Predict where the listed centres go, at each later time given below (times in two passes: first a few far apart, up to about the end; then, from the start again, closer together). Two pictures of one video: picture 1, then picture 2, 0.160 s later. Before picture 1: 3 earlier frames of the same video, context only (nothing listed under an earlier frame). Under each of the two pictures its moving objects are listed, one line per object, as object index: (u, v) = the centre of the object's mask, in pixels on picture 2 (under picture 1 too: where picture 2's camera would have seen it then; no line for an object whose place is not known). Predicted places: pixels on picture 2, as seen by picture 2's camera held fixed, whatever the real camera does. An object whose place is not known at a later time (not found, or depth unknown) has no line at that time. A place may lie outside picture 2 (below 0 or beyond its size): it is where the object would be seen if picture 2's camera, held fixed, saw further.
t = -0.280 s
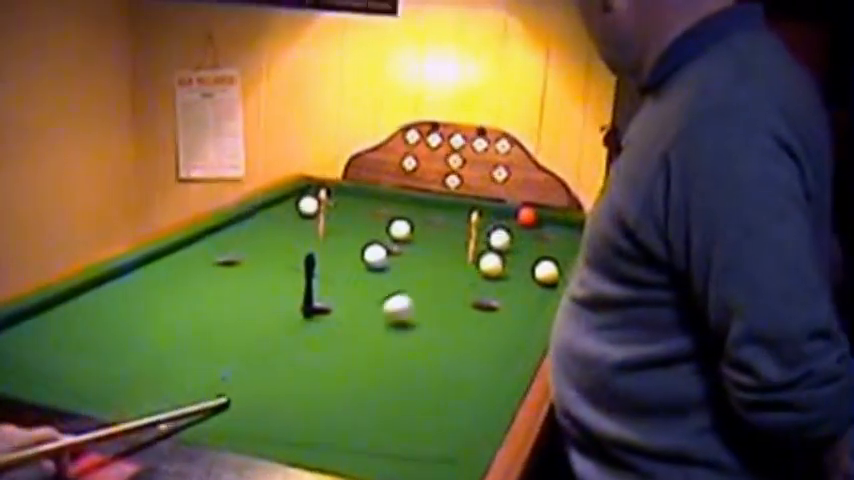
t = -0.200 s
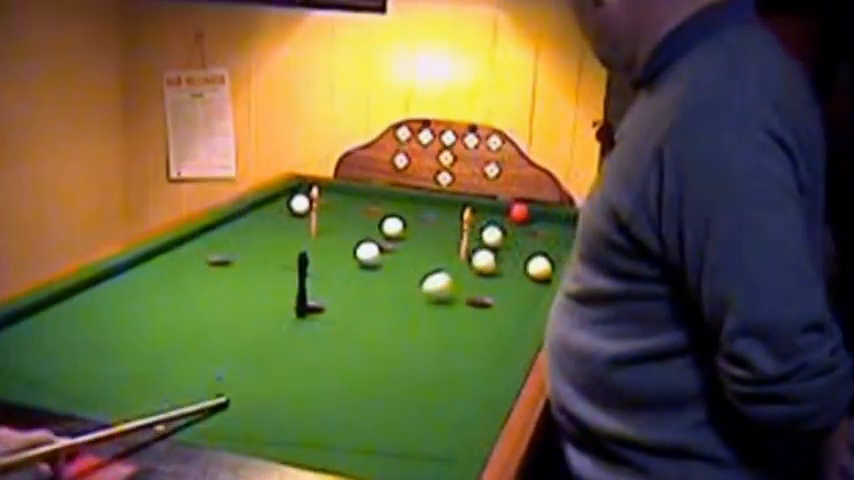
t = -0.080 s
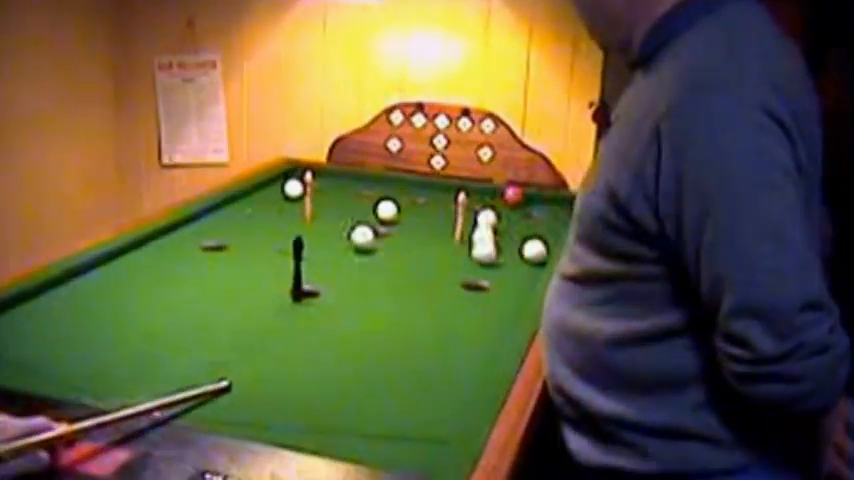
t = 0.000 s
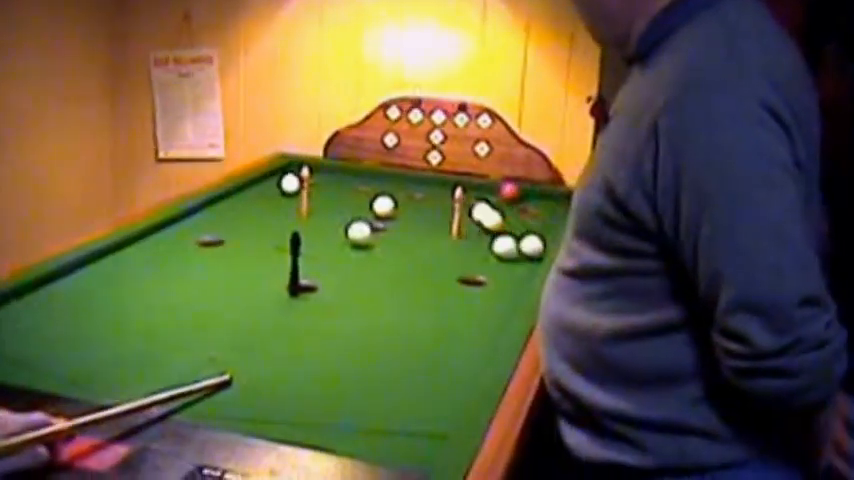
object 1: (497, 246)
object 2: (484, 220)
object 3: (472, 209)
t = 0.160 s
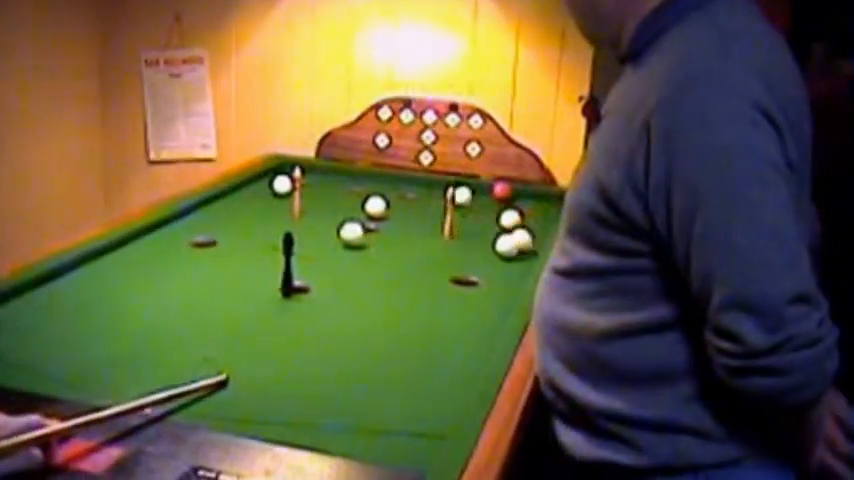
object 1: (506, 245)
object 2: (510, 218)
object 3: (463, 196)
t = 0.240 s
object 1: (508, 245)
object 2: (523, 217)
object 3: (466, 190)
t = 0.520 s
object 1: (512, 244)
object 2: (538, 215)
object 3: (477, 190)
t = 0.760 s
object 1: (513, 244)
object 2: (524, 210)
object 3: (457, 193)
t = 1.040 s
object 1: (512, 244)
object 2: (513, 205)
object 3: (439, 187)
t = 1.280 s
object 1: (512, 245)
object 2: (503, 201)
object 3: (427, 182)
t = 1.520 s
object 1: (512, 244)
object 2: (498, 199)
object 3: (418, 180)
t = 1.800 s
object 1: (512, 244)
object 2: (493, 197)
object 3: (409, 177)
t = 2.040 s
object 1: (512, 244)
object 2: (490, 195)
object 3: (403, 177)
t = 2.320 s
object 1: (512, 244)
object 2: (490, 194)
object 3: (400, 176)
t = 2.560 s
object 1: (512, 244)
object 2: (490, 194)
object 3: (400, 177)
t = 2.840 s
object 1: (512, 244)
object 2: (490, 194)
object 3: (400, 177)
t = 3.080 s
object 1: (512, 244)
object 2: (490, 194)
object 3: (400, 177)
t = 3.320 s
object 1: (512, 244)
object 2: (490, 194)
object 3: (400, 178)
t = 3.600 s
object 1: (511, 244)
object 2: (490, 194)
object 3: (400, 177)
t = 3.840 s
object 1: (511, 244)
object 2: (490, 195)
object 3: (400, 177)
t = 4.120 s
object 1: (512, 244)
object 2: (490, 194)
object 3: (401, 177)
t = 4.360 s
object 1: (512, 245)
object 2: (490, 194)
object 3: (400, 177)
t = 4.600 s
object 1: (512, 244)
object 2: (490, 194)
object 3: (401, 177)
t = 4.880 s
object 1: (511, 244)
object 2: (490, 194)
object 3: (400, 177)
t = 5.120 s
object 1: (512, 245)
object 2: (490, 194)
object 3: (400, 177)
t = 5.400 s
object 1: (511, 244)
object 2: (490, 194)
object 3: (400, 177)
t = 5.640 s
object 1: (511, 244)
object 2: (490, 194)
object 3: (400, 177)
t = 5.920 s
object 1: (511, 244)
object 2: (490, 194)
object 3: (401, 177)
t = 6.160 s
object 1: (511, 244)
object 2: (489, 193)
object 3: (400, 177)
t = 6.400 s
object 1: (511, 244)
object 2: (490, 193)
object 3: (401, 177)
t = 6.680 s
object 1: (511, 244)
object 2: (490, 194)
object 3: (400, 177)
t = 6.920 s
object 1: (511, 244)
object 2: (490, 194)
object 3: (400, 176)
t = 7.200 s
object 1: (511, 244)
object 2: (490, 194)
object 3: (401, 177)
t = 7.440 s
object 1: (511, 244)
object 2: (490, 194)
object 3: (401, 177)
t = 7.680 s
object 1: (511, 244)
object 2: (490, 194)
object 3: (401, 177)
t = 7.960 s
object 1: (511, 244)
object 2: (490, 194)
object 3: (401, 177)
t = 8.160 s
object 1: (511, 244)
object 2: (490, 194)
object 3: (401, 177)
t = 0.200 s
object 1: (507, 246)
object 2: (516, 217)
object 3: (461, 195)
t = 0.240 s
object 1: (508, 245)
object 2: (523, 217)
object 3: (466, 190)
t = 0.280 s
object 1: (509, 245)
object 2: (530, 218)
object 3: (472, 187)
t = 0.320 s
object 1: (510, 246)
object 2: (535, 218)
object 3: (479, 187)
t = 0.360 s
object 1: (510, 245)
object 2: (541, 217)
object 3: (483, 186)
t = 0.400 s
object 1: (511, 245)
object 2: (545, 217)
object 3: (482, 188)
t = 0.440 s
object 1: (511, 244)
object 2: (542, 216)
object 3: (481, 189)
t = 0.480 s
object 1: (512, 244)
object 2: (540, 216)
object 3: (479, 189)
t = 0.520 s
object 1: (512, 244)
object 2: (538, 215)
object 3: (477, 190)
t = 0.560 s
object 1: (512, 244)
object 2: (535, 214)
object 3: (476, 191)
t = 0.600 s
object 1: (513, 244)
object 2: (533, 213)
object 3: (475, 192)
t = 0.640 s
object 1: (513, 244)
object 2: (531, 212)
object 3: (472, 194)
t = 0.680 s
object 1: (513, 244)
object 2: (529, 211)
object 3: (468, 196)
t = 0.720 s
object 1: (513, 244)
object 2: (527, 211)
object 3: (463, 196)
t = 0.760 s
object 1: (513, 244)
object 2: (524, 210)
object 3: (457, 193)
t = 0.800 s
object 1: (512, 244)
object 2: (522, 209)
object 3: (452, 191)
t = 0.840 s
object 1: (513, 244)
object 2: (520, 208)
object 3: (450, 190)
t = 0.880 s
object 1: (513, 244)
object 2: (518, 207)
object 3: (448, 190)
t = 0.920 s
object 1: (513, 244)
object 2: (517, 207)
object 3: (446, 189)
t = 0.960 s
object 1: (512, 244)
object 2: (515, 206)
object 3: (443, 188)
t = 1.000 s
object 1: (513, 244)
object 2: (515, 205)
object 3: (441, 187)
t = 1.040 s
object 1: (512, 244)
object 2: (513, 205)
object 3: (439, 187)
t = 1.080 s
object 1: (512, 244)
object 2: (511, 204)
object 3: (436, 185)
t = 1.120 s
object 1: (512, 245)
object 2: (510, 203)
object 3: (435, 186)
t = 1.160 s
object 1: (512, 245)
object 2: (507, 203)
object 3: (433, 184)
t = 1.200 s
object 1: (512, 245)
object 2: (506, 203)
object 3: (431, 184)
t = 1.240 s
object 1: (512, 245)
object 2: (505, 202)
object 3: (429, 183)
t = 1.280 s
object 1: (512, 245)
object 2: (503, 201)
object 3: (427, 182)
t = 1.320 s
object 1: (512, 245)
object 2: (502, 201)
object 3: (426, 182)
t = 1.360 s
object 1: (512, 244)
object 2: (501, 200)
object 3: (424, 182)
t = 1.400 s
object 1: (512, 244)
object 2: (500, 200)
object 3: (423, 181)
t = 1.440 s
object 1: (512, 244)
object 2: (499, 200)
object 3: (421, 180)
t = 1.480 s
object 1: (512, 244)
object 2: (498, 199)
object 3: (420, 180)
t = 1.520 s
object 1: (512, 244)
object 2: (498, 199)
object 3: (418, 180)
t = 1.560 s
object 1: (512, 244)
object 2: (497, 198)
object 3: (417, 179)
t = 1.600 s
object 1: (512, 244)
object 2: (496, 198)
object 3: (416, 178)
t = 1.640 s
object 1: (512, 244)
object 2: (495, 198)
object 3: (414, 178)
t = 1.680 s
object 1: (512, 244)
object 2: (495, 197)
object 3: (412, 178)
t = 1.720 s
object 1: (512, 244)
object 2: (494, 197)
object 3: (411, 178)
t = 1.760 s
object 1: (512, 244)
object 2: (493, 197)
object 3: (410, 177)
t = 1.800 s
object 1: (512, 244)
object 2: (493, 197)
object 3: (409, 177)
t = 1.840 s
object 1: (512, 244)
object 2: (492, 197)
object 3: (408, 177)
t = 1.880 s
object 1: (512, 244)
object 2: (491, 197)
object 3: (407, 177)
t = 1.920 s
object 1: (512, 244)
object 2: (491, 196)
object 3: (406, 177)
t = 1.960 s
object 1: (512, 244)
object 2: (491, 196)
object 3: (405, 177)
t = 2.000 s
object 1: (512, 244)
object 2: (490, 196)
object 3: (404, 177)
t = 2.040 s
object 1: (512, 244)
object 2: (490, 195)
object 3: (403, 177)
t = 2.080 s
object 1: (512, 244)
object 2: (490, 195)
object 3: (403, 177)
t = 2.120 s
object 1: (512, 244)
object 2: (490, 195)
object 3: (402, 177)
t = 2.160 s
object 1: (512, 244)
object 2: (490, 195)
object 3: (402, 177)
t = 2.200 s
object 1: (512, 244)
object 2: (490, 194)
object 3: (401, 177)
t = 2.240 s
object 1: (512, 244)
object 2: (491, 194)
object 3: (400, 177)
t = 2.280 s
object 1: (512, 244)
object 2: (490, 194)
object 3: (400, 177)
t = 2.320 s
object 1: (512, 244)
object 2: (490, 194)
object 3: (400, 176)
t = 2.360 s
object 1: (512, 244)
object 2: (490, 194)
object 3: (400, 177)
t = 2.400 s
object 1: (512, 244)
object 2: (490, 194)
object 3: (399, 177)
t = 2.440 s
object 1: (512, 244)
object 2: (490, 194)
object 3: (400, 177)
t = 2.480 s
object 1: (512, 244)
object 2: (490, 194)
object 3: (400, 176)
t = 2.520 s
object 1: (512, 244)
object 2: (490, 194)
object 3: (399, 176)
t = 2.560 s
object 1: (512, 244)
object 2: (490, 194)
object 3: (400, 177)
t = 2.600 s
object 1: (512, 244)
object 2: (490, 194)
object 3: (400, 177)
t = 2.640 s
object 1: (512, 244)
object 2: (490, 194)
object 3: (400, 177)
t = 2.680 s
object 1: (512, 245)
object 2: (490, 194)
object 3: (400, 177)
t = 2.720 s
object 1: (512, 245)
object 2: (490, 194)
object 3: (400, 177)
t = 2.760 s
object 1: (512, 244)
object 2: (490, 194)
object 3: (400, 177)
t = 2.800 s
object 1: (512, 244)
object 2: (490, 194)
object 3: (400, 177)
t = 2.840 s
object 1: (512, 244)
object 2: (490, 194)
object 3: (400, 177)
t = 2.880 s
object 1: (512, 244)
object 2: (490, 194)
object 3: (400, 177)
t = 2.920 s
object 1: (512, 244)
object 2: (490, 194)
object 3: (400, 177)
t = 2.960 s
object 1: (512, 244)
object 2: (490, 194)
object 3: (400, 177)
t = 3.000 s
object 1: (512, 244)
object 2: (490, 194)
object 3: (400, 177)
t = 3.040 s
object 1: (512, 244)
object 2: (490, 194)
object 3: (400, 177)
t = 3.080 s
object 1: (512, 244)
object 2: (490, 194)
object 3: (400, 177)
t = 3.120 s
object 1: (512, 244)
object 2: (490, 194)
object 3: (400, 177)
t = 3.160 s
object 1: (512, 244)
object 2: (490, 194)
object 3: (400, 177)
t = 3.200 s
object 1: (512, 244)
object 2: (490, 194)
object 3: (400, 177)
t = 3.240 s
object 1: (512, 244)
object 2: (490, 194)
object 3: (400, 177)
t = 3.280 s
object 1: (512, 244)
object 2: (490, 194)
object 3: (400, 177)
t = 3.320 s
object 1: (512, 244)
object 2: (490, 194)
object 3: (400, 178)
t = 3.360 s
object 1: (511, 244)
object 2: (490, 194)
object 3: (400, 177)
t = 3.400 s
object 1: (512, 244)
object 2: (490, 194)
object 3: (400, 177)
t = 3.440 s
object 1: (512, 244)
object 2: (490, 194)
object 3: (401, 177)
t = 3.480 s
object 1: (512, 244)
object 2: (490, 194)
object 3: (400, 177)
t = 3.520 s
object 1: (512, 244)
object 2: (490, 195)
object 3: (400, 177)
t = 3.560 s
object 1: (511, 244)
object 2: (490, 194)
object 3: (401, 177)
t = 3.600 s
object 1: (511, 244)
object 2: (490, 194)
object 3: (400, 177)
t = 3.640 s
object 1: (511, 244)
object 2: (490, 194)
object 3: (400, 177)
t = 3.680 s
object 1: (511, 244)
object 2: (490, 194)
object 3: (400, 177)
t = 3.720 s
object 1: (511, 244)
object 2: (489, 194)
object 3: (400, 177)
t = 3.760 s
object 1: (511, 244)
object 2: (490, 194)
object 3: (400, 177)
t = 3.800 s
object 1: (511, 244)
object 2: (490, 194)
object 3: (400, 177)
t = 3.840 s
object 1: (511, 244)
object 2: (490, 195)
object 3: (400, 177)
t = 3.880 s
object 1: (511, 244)
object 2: (490, 194)
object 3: (400, 177)
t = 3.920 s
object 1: (511, 244)
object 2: (490, 194)
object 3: (400, 177)
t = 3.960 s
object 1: (511, 244)
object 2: (490, 194)
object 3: (400, 177)
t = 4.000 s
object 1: (511, 244)
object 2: (490, 194)
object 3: (400, 177)
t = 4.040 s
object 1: (511, 244)
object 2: (490, 194)
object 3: (400, 177)
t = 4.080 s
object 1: (512, 244)
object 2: (490, 194)
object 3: (400, 177)
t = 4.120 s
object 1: (512, 244)
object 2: (490, 194)
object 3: (401, 177)
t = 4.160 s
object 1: (511, 244)
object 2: (490, 194)
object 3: (401, 177)
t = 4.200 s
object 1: (511, 244)
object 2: (490, 194)
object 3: (401, 177)
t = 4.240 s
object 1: (512, 244)
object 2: (490, 194)
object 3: (400, 177)
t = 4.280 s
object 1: (512, 244)
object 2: (490, 194)
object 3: (400, 177)
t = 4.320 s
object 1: (511, 244)
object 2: (490, 194)
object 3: (400, 177)
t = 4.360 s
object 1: (512, 245)
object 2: (490, 194)
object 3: (400, 177)
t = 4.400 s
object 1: (512, 244)
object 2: (490, 194)
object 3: (400, 177)
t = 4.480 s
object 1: (512, 244)
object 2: (490, 194)
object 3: (400, 177)
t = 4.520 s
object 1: (512, 245)
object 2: (490, 194)
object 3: (400, 177)
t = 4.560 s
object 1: (512, 245)
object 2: (490, 194)
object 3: (400, 177)
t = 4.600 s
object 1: (512, 244)
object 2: (490, 194)
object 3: (401, 177)
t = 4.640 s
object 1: (512, 244)
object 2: (490, 194)
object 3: (401, 177)
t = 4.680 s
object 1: (512, 245)
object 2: (490, 194)
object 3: (400, 177)
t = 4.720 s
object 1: (512, 244)
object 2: (490, 194)
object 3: (400, 177)
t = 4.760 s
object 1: (512, 245)
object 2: (490, 194)
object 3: (400, 177)
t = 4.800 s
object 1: (512, 244)
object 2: (490, 194)
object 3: (400, 177)
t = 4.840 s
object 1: (511, 244)
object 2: (490, 194)
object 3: (400, 177)
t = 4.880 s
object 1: (511, 244)
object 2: (490, 194)
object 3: (400, 177)
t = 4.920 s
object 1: (512, 244)
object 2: (490, 194)
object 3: (400, 177)
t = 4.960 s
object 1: (512, 245)
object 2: (490, 194)
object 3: (400, 177)
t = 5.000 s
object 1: (511, 244)
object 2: (490, 194)
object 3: (400, 177)
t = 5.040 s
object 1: (511, 244)
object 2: (490, 194)
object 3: (400, 177)
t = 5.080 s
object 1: (511, 244)
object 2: (490, 194)
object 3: (400, 177)
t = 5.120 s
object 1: (512, 245)
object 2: (490, 194)
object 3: (400, 177)
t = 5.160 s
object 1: (511, 244)
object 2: (490, 194)
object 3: (400, 177)
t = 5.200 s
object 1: (511, 245)
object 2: (489, 194)
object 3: (401, 177)
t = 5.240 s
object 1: (511, 244)
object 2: (489, 194)
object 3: (401, 177)
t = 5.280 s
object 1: (511, 244)
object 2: (489, 194)
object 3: (401, 177)
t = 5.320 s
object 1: (511, 245)
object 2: (490, 194)
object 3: (400, 177)
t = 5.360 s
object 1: (511, 245)
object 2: (489, 194)
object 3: (400, 177)
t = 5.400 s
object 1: (511, 244)
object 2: (490, 194)
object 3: (400, 177)
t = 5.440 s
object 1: (511, 244)
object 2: (490, 194)
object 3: (400, 177)
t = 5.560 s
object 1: (511, 244)
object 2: (490, 194)
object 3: (400, 177)
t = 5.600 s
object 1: (511, 244)
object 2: (490, 194)
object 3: (400, 177)
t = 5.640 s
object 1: (511, 244)
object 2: (490, 194)
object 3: (400, 177)
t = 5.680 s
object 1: (511, 244)
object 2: (490, 194)
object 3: (400, 177)
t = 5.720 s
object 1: (511, 244)
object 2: (490, 194)
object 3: (400, 177)
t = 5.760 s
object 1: (511, 244)
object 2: (490, 194)
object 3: (400, 177)
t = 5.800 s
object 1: (512, 244)
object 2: (490, 194)
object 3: (400, 177)
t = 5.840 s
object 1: (512, 244)
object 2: (490, 194)
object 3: (401, 177)
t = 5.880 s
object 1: (511, 244)
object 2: (490, 194)
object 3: (401, 177)
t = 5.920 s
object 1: (511, 244)
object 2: (490, 194)
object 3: (401, 177)
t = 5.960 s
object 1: (511, 244)
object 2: (490, 193)
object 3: (401, 177)
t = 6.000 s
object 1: (511, 244)
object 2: (490, 194)
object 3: (400, 177)
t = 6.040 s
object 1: (511, 244)
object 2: (490, 194)
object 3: (400, 177)
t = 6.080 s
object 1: (511, 244)
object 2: (490, 194)
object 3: (400, 177)
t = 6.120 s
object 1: (511, 244)
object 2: (489, 194)
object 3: (400, 177)
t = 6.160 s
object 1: (511, 244)
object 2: (489, 193)
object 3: (400, 177)
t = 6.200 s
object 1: (511, 244)
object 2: (490, 194)
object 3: (401, 177)
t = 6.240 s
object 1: (511, 244)
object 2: (489, 194)
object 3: (401, 177)
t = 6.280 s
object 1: (511, 244)
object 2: (489, 193)
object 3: (400, 177)
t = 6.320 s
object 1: (511, 244)
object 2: (490, 193)
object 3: (400, 177)
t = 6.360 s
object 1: (511, 244)
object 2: (490, 194)
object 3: (401, 177)
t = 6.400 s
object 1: (511, 244)
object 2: (490, 193)
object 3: (401, 177)
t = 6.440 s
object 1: (511, 244)
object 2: (490, 194)
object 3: (400, 177)
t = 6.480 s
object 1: (511, 244)
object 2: (490, 194)
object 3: (401, 177)
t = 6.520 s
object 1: (511, 244)
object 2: (490, 194)
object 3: (400, 177)
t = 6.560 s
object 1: (511, 244)
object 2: (490, 194)
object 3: (400, 177)
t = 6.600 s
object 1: (511, 244)
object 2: (490, 194)
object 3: (400, 177)
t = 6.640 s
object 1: (511, 244)
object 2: (490, 194)
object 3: (401, 177)
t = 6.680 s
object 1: (511, 244)
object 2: (490, 194)
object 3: (400, 177)
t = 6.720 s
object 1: (511, 244)
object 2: (490, 194)
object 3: (401, 177)
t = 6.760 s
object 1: (511, 244)
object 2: (490, 194)
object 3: (401, 177)
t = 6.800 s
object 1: (511, 244)
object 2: (490, 194)
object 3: (400, 176)
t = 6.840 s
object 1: (511, 244)
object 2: (490, 194)
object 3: (400, 176)
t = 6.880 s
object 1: (511, 244)
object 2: (490, 194)
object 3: (400, 177)
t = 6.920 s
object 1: (511, 244)
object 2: (490, 194)
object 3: (400, 176)
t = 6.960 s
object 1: (511, 244)
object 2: (490, 194)
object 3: (401, 177)
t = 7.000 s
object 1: (511, 244)
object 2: (490, 194)
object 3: (401, 177)
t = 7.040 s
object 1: (511, 244)
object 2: (490, 194)
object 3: (400, 177)
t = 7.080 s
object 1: (511, 244)
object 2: (490, 194)
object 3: (401, 177)
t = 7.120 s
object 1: (511, 244)
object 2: (490, 194)
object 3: (401, 176)
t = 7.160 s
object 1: (511, 244)
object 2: (490, 194)
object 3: (400, 177)
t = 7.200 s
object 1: (511, 244)
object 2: (490, 194)
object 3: (401, 177)
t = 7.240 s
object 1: (511, 244)
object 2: (490, 194)
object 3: (400, 177)
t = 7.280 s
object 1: (511, 244)
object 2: (490, 194)
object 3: (401, 177)
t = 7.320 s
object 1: (511, 244)
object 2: (490, 194)
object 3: (401, 176)
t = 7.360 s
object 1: (511, 244)
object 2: (490, 194)
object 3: (401, 177)
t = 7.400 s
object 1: (511, 244)
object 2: (490, 194)
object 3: (401, 177)
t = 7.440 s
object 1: (511, 244)
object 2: (490, 194)
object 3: (401, 177)
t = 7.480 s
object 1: (511, 244)
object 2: (490, 194)
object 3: (401, 177)
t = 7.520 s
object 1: (511, 244)
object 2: (490, 194)
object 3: (400, 176)
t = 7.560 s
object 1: (511, 243)
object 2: (490, 194)
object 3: (400, 177)
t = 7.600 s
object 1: (511, 244)
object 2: (490, 193)
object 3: (400, 177)
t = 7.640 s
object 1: (511, 244)
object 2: (490, 194)
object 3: (401, 177)
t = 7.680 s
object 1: (511, 244)
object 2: (490, 194)
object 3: (401, 177)
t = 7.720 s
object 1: (511, 244)
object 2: (490, 194)
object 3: (401, 177)
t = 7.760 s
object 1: (511, 244)
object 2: (490, 194)
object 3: (401, 177)
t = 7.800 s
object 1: (511, 244)
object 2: (490, 194)
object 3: (401, 177)
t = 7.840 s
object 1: (511, 244)
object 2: (489, 194)
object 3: (401, 177)
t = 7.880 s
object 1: (511, 244)
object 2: (490, 194)
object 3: (401, 177)
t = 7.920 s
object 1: (511, 244)
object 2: (490, 194)
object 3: (401, 177)
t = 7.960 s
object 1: (511, 244)
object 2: (490, 194)
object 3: (401, 177)
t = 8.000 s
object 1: (511, 244)
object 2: (490, 194)
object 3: (401, 177)
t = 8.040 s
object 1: (511, 244)
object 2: (490, 194)
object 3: (401, 177)
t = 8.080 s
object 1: (511, 244)
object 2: (490, 194)
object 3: (401, 177)
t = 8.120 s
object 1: (511, 244)
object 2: (490, 194)
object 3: (401, 177)
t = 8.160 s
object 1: (511, 244)
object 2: (490, 194)
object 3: (401, 177)
